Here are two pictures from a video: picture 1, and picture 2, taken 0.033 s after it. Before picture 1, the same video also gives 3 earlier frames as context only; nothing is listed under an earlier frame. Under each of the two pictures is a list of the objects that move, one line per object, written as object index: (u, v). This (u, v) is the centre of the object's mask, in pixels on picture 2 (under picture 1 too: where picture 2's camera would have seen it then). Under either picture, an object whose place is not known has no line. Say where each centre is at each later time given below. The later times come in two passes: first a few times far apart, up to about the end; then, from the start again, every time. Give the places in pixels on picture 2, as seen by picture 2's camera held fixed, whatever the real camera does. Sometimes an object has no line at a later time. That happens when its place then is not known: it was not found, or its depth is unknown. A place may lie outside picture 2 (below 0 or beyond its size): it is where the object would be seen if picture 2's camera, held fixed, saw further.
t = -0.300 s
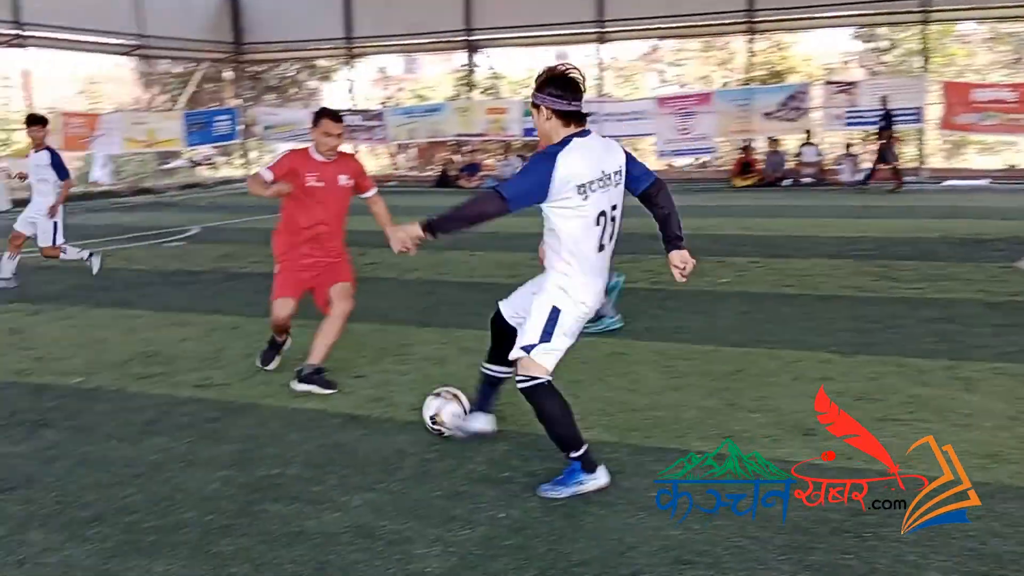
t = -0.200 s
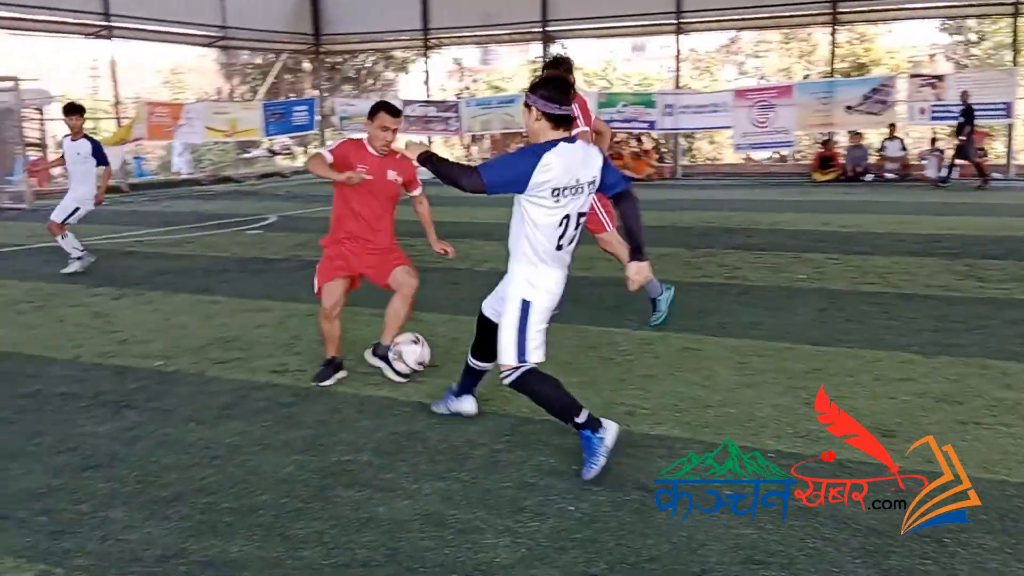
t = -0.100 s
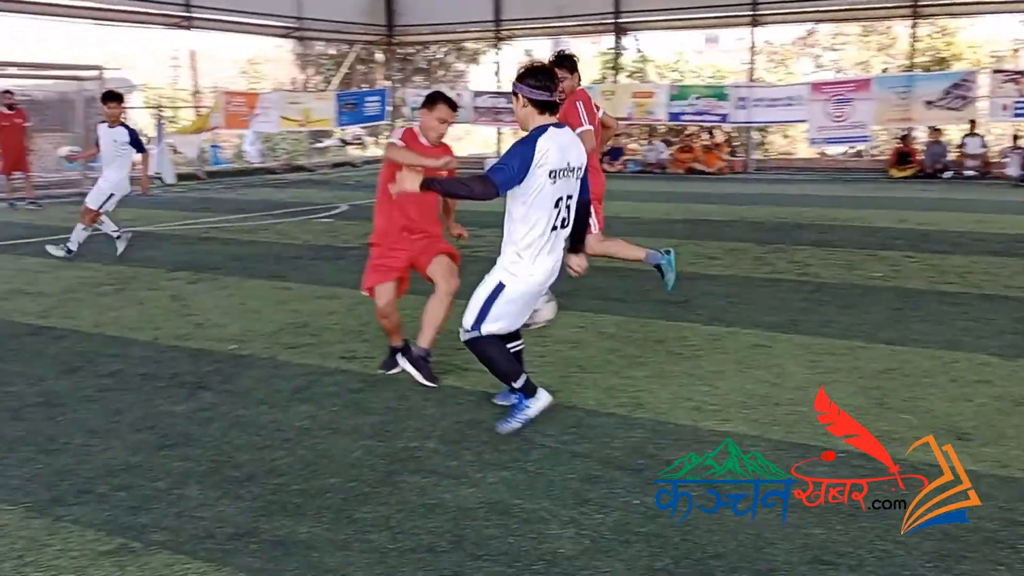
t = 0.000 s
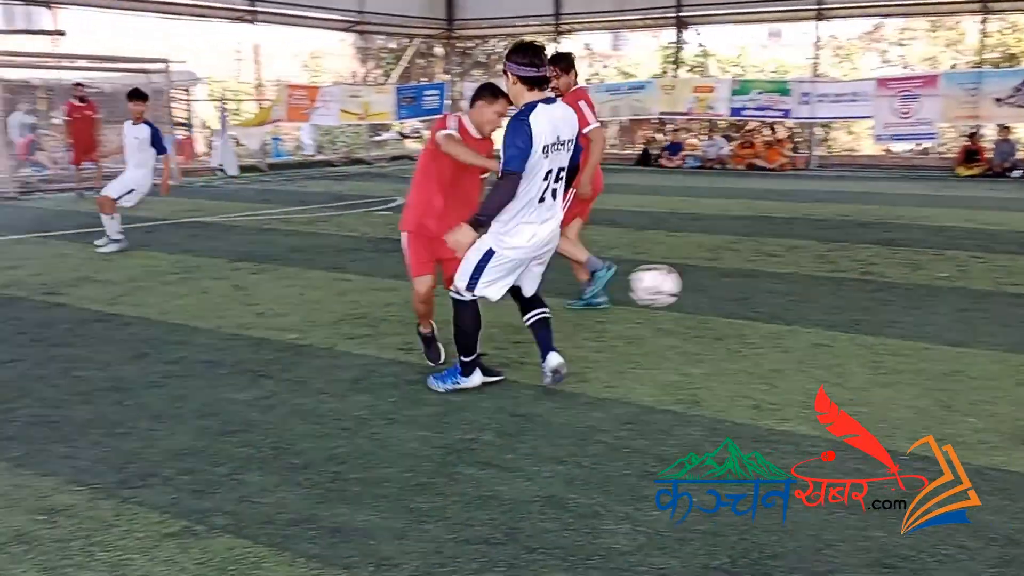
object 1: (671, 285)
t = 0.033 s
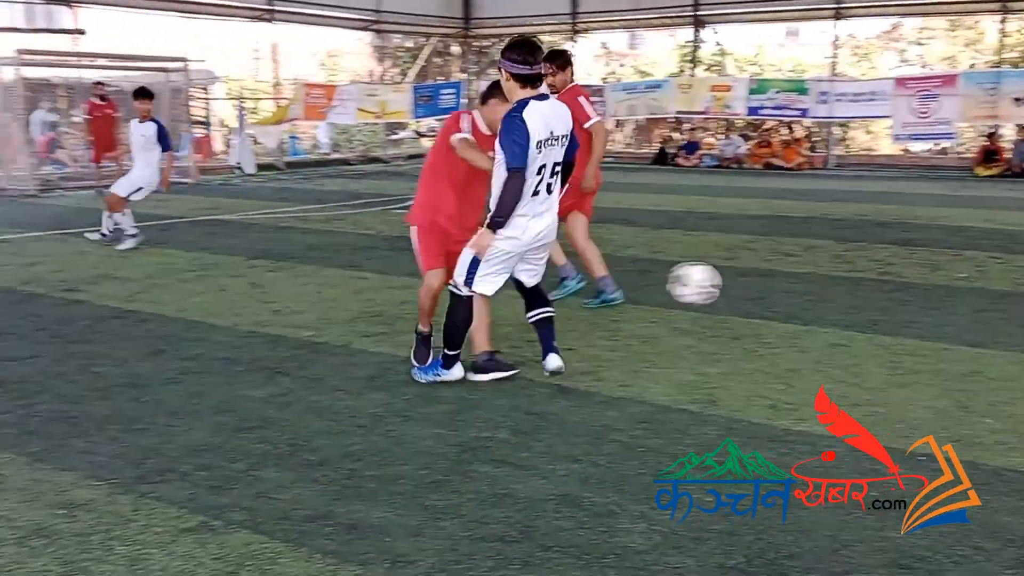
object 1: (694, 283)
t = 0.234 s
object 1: (840, 325)
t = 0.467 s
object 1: (974, 358)
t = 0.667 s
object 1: (1070, 388)
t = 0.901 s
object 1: (1190, 398)
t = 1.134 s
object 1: (1311, 405)
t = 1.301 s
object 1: (1401, 410)
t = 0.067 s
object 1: (717, 284)
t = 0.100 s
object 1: (743, 287)
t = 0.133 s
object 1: (767, 293)
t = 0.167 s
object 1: (791, 301)
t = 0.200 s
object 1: (815, 311)
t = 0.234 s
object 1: (840, 325)
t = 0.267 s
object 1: (865, 341)
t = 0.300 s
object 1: (890, 360)
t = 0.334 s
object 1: (914, 381)
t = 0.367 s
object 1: (931, 374)
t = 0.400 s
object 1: (945, 367)
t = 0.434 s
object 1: (959, 361)
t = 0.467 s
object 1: (974, 358)
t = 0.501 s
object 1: (990, 356)
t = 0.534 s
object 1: (1007, 357)
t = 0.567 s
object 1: (1023, 360)
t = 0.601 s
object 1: (1040, 366)
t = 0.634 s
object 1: (1056, 375)
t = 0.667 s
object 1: (1070, 388)
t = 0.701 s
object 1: (1087, 388)
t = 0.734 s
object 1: (1103, 384)
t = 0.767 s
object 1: (1120, 382)
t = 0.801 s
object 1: (1137, 382)
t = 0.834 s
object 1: (1155, 385)
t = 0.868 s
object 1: (1173, 391)
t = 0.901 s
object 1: (1190, 398)
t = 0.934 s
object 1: (1209, 395)
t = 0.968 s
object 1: (1225, 395)
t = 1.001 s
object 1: (1242, 398)
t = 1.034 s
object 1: (1259, 402)
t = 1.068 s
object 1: (1276, 401)
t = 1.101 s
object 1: (1294, 403)
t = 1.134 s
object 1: (1311, 405)
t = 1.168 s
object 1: (1330, 406)
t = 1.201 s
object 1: (1348, 407)
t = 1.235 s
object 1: (1366, 407)
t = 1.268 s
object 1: (1384, 410)
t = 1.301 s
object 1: (1401, 410)
